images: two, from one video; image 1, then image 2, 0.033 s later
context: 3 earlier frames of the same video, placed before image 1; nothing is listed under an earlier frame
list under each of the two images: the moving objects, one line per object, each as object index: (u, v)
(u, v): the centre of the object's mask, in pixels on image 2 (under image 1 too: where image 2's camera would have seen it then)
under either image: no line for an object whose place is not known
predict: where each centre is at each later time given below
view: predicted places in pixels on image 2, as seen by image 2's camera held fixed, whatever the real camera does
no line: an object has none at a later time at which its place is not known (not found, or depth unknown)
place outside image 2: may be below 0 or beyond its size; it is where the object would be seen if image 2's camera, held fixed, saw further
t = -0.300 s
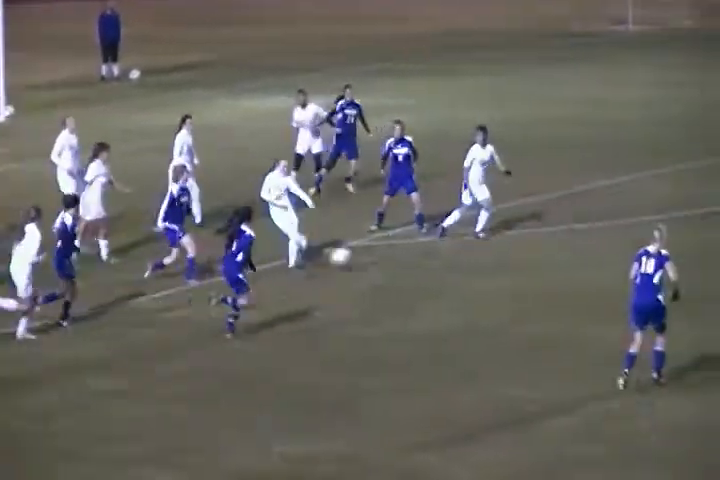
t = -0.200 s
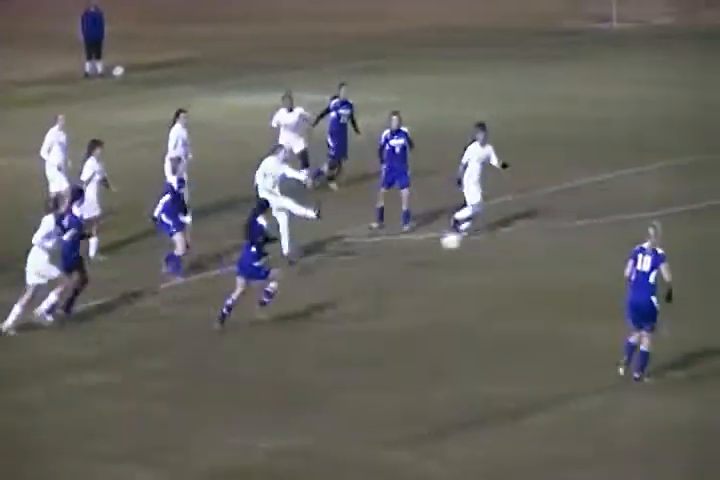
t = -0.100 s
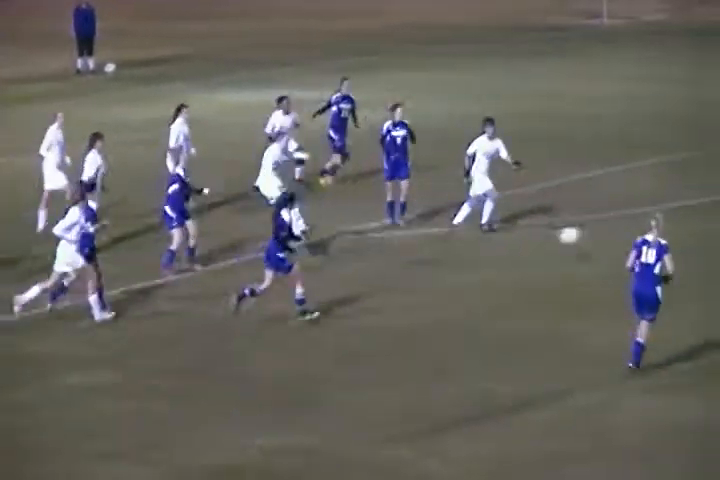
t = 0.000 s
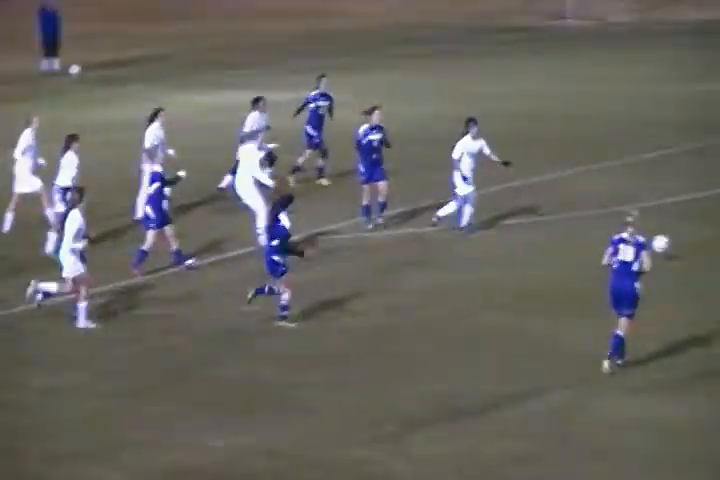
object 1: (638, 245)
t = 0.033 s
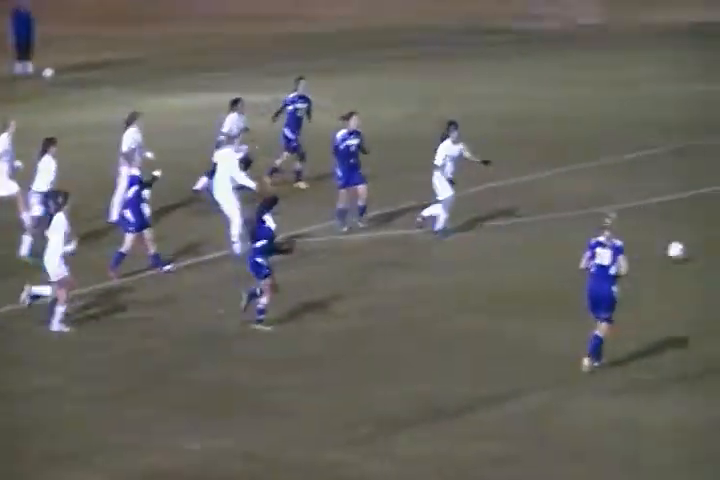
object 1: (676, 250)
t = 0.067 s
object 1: (712, 255)
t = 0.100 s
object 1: (745, 251)
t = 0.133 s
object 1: (772, 249)
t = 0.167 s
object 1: (807, 247)
